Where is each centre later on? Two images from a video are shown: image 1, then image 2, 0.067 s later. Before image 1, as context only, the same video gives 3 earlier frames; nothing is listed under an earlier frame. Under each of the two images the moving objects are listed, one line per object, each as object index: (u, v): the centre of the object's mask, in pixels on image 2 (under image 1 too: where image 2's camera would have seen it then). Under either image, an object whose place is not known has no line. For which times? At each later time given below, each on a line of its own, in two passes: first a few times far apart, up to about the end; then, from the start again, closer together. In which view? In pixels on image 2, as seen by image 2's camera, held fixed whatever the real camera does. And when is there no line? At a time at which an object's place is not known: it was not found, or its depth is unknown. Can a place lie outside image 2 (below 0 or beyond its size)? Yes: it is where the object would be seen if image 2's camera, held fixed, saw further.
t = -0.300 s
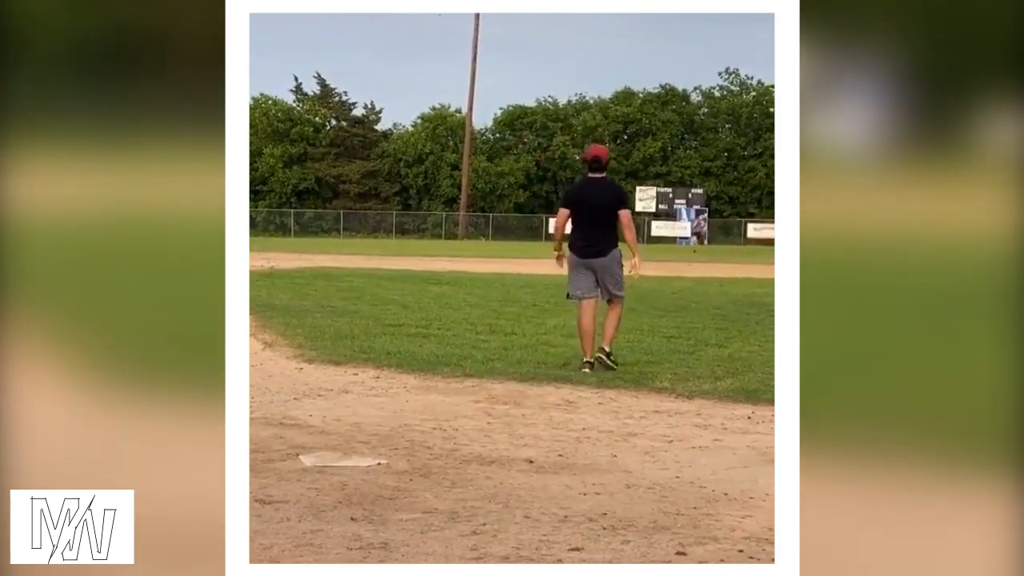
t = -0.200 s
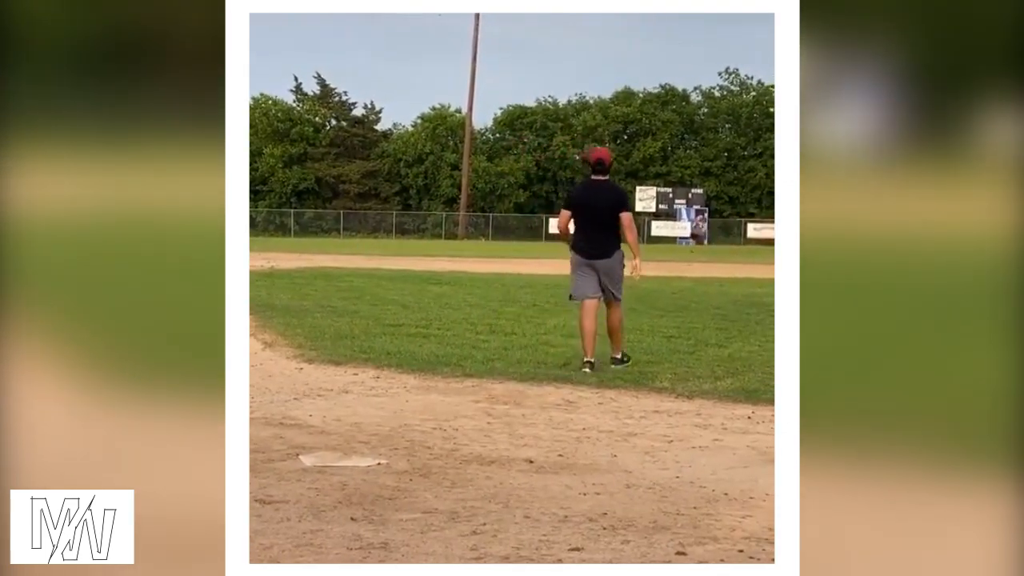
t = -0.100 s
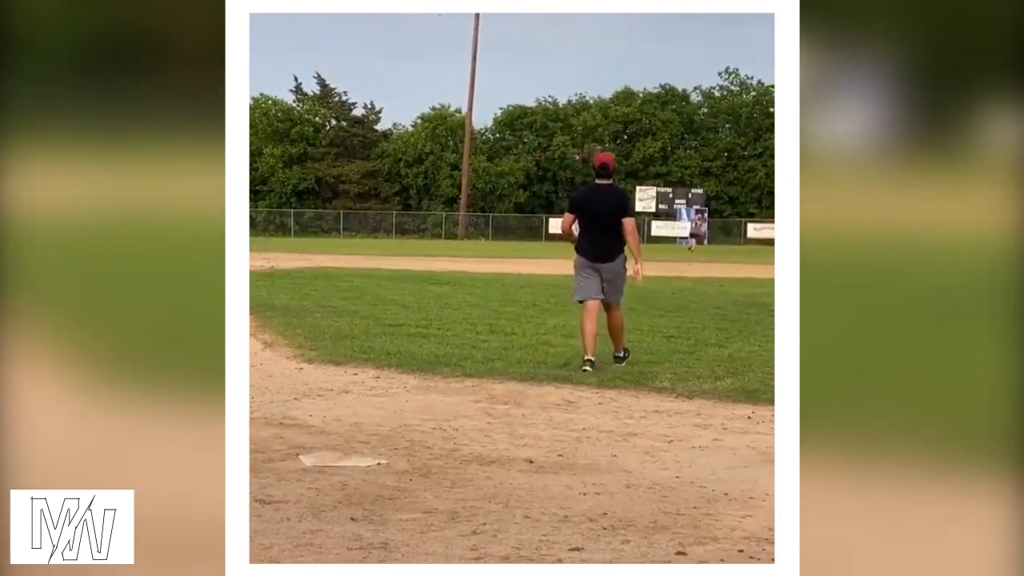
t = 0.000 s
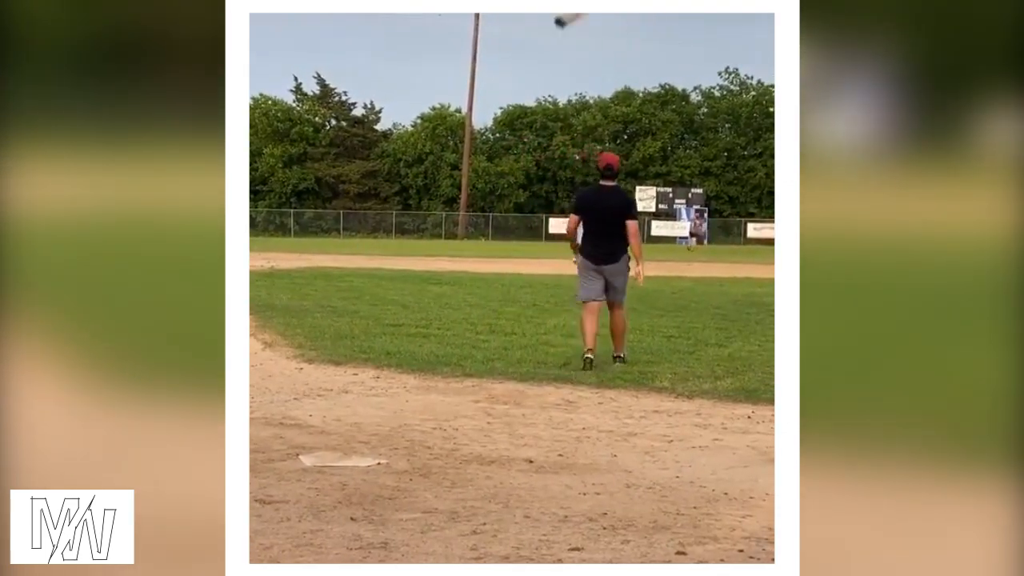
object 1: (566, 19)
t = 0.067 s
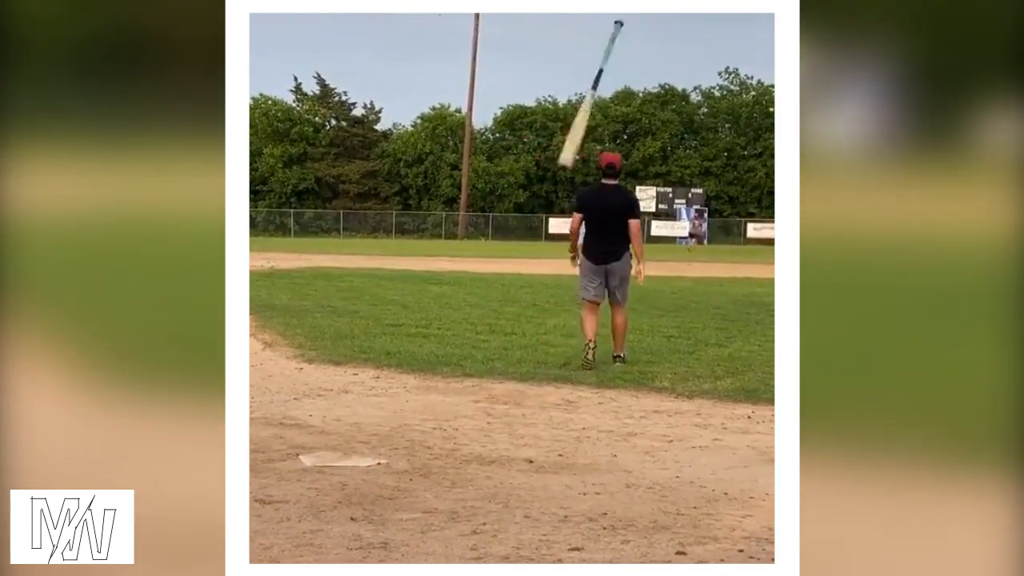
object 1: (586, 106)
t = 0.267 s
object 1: (536, 498)
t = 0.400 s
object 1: (530, 449)
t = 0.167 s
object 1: (569, 294)
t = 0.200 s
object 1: (562, 366)
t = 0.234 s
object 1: (553, 439)
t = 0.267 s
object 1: (536, 498)
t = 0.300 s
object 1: (531, 505)
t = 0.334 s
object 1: (529, 484)
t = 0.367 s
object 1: (532, 467)
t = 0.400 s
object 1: (530, 449)
